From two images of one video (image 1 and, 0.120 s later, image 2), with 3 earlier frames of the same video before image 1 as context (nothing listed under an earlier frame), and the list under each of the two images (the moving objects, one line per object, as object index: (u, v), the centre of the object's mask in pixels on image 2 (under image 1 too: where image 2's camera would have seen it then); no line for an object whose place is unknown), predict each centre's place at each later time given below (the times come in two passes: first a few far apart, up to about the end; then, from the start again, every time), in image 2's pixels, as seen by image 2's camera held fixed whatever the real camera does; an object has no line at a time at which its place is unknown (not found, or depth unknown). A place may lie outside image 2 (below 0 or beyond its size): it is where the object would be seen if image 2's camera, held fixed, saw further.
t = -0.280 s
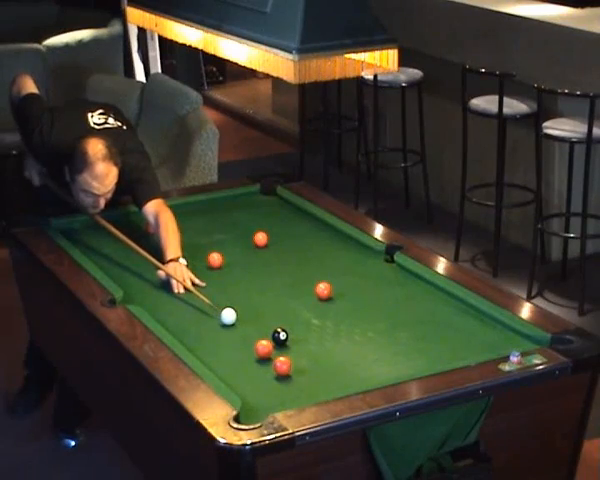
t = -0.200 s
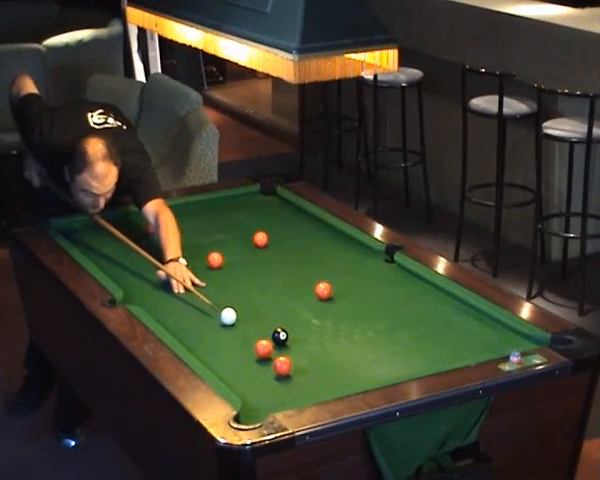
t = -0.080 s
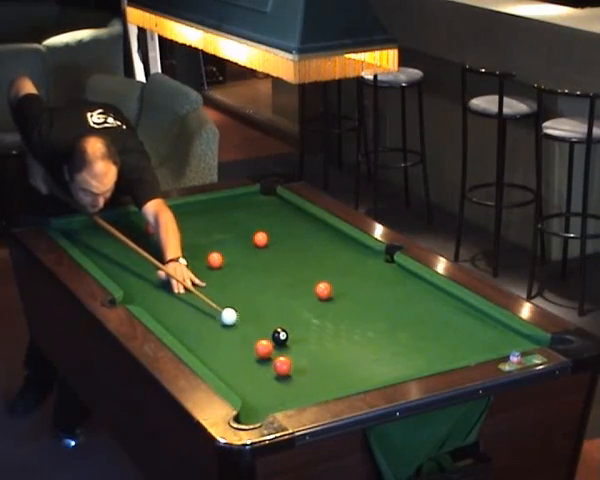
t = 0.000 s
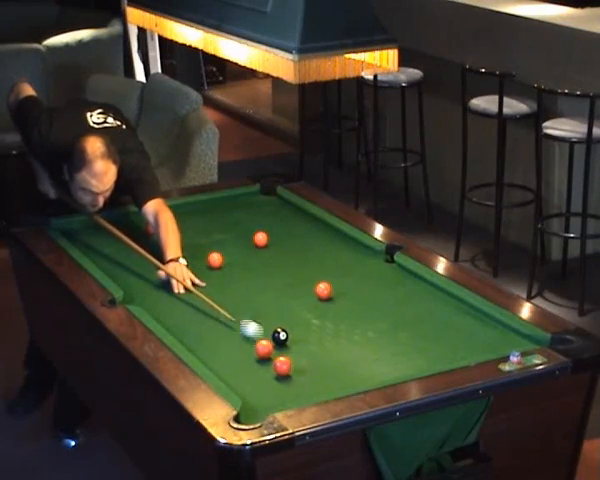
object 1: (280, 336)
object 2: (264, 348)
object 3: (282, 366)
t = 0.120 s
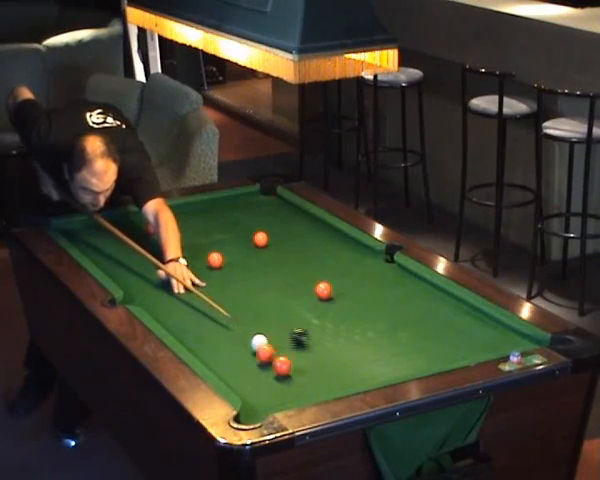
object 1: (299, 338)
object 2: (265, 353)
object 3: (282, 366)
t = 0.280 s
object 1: (331, 339)
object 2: (263, 366)
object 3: (288, 368)
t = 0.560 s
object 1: (384, 340)
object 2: (247, 382)
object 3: (308, 374)
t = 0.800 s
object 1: (428, 342)
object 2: (247, 392)
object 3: (324, 378)
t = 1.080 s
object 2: (268, 394)
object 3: (338, 382)
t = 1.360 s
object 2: (287, 395)
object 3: (350, 383)
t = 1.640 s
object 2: (303, 394)
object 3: (350, 380)
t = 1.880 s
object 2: (309, 392)
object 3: (350, 379)
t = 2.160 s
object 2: (313, 390)
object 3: (349, 378)
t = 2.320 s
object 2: (314, 390)
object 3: (350, 378)
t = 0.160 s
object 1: (307, 338)
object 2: (266, 357)
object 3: (282, 366)
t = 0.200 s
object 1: (315, 338)
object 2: (266, 361)
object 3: (283, 366)
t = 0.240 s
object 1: (323, 338)
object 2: (265, 364)
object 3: (286, 367)
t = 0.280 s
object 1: (331, 339)
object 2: (263, 366)
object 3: (288, 368)
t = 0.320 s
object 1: (339, 339)
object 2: (261, 368)
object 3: (291, 368)
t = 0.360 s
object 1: (346, 339)
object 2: (258, 371)
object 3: (294, 369)
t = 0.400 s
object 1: (354, 339)
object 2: (255, 373)
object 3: (297, 370)
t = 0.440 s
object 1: (361, 339)
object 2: (253, 375)
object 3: (300, 371)
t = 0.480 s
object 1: (369, 340)
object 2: (251, 377)
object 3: (302, 372)
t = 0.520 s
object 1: (377, 340)
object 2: (249, 381)
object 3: (305, 373)
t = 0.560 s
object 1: (384, 340)
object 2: (247, 382)
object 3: (308, 374)
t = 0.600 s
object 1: (391, 340)
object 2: (245, 385)
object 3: (311, 375)
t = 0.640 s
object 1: (399, 342)
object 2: (243, 387)
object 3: (313, 375)
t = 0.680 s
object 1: (406, 342)
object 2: (241, 389)
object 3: (316, 376)
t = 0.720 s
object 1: (414, 341)
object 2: (241, 390)
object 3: (318, 377)
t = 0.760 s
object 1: (421, 342)
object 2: (244, 391)
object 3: (321, 378)
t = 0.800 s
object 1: (428, 342)
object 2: (247, 392)
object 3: (324, 378)
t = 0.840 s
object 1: (435, 343)
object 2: (250, 393)
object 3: (326, 379)
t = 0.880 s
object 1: (443, 342)
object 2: (253, 393)
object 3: (328, 380)
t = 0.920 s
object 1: (451, 343)
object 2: (256, 393)
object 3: (330, 380)
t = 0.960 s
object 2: (259, 393)
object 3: (333, 381)
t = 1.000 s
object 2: (262, 394)
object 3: (335, 382)
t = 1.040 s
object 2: (265, 394)
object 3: (337, 382)
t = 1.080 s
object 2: (268, 394)
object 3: (338, 382)
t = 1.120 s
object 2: (271, 395)
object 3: (340, 382)
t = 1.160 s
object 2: (273, 395)
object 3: (343, 383)
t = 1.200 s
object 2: (276, 395)
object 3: (345, 383)
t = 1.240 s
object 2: (279, 395)
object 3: (346, 383)
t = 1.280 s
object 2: (281, 395)
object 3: (348, 383)
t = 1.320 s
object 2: (285, 395)
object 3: (349, 383)
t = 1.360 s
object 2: (287, 395)
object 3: (350, 383)
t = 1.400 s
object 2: (289, 395)
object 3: (350, 382)
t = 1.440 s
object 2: (292, 394)
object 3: (350, 382)
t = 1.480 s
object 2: (294, 394)
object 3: (350, 382)
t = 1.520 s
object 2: (297, 394)
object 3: (350, 381)
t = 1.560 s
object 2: (299, 394)
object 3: (350, 381)
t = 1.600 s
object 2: (301, 394)
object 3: (350, 381)
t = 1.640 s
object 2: (303, 394)
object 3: (350, 380)
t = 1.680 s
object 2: (305, 394)
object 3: (350, 380)
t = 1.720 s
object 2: (307, 394)
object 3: (350, 380)
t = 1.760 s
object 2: (308, 393)
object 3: (350, 380)
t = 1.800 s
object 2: (309, 393)
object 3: (350, 379)
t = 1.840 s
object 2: (309, 392)
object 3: (350, 379)
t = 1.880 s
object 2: (309, 392)
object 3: (350, 379)
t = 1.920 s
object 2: (310, 392)
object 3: (350, 379)
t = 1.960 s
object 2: (311, 392)
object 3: (350, 379)
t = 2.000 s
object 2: (312, 391)
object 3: (350, 378)
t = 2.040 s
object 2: (312, 391)
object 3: (349, 378)
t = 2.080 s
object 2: (312, 391)
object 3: (350, 378)
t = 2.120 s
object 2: (313, 391)
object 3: (349, 378)
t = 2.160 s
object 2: (313, 390)
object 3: (349, 378)
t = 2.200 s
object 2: (314, 390)
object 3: (349, 377)
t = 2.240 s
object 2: (314, 390)
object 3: (350, 378)
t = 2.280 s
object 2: (314, 390)
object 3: (350, 377)
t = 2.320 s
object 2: (314, 390)
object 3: (350, 378)
